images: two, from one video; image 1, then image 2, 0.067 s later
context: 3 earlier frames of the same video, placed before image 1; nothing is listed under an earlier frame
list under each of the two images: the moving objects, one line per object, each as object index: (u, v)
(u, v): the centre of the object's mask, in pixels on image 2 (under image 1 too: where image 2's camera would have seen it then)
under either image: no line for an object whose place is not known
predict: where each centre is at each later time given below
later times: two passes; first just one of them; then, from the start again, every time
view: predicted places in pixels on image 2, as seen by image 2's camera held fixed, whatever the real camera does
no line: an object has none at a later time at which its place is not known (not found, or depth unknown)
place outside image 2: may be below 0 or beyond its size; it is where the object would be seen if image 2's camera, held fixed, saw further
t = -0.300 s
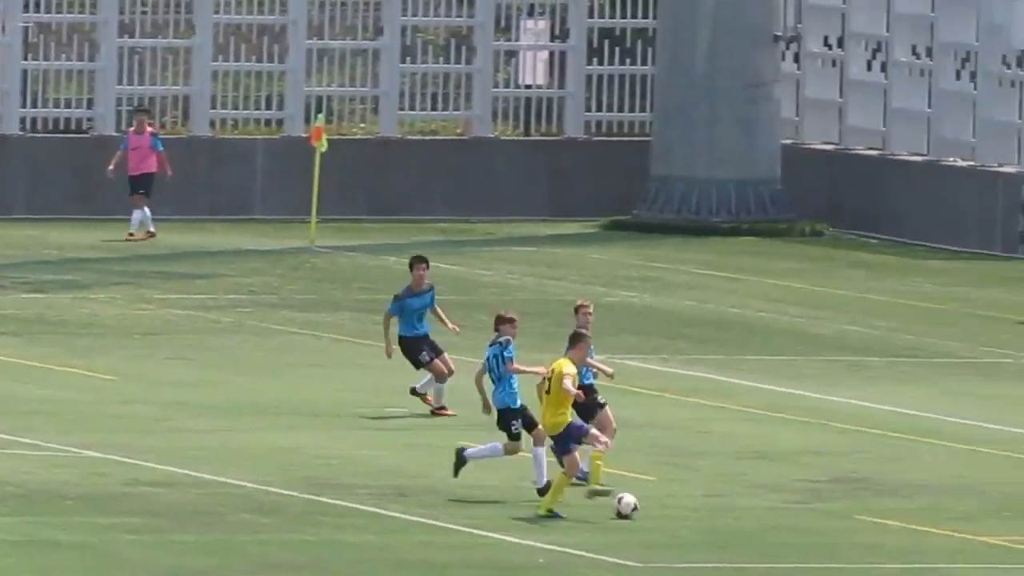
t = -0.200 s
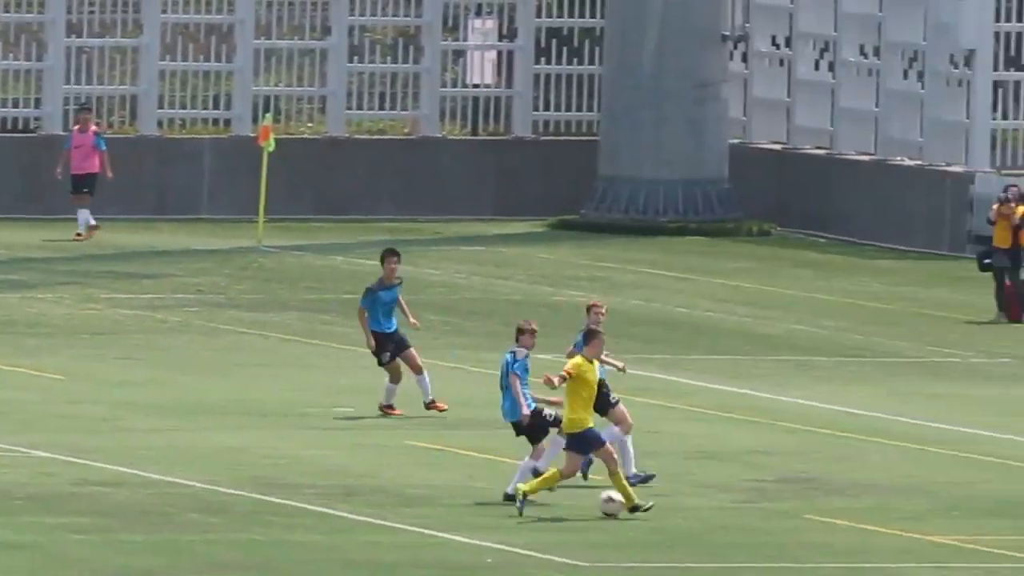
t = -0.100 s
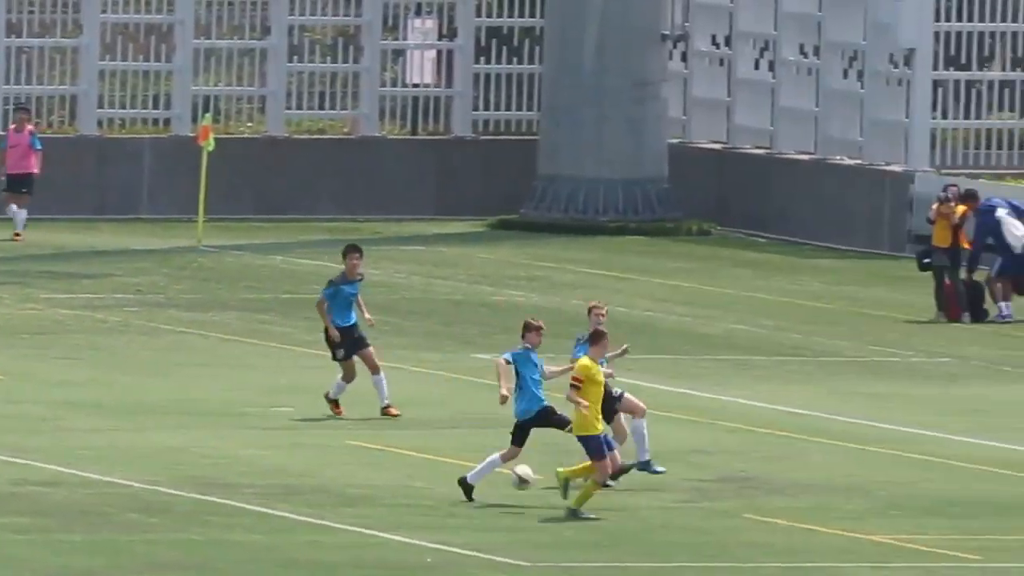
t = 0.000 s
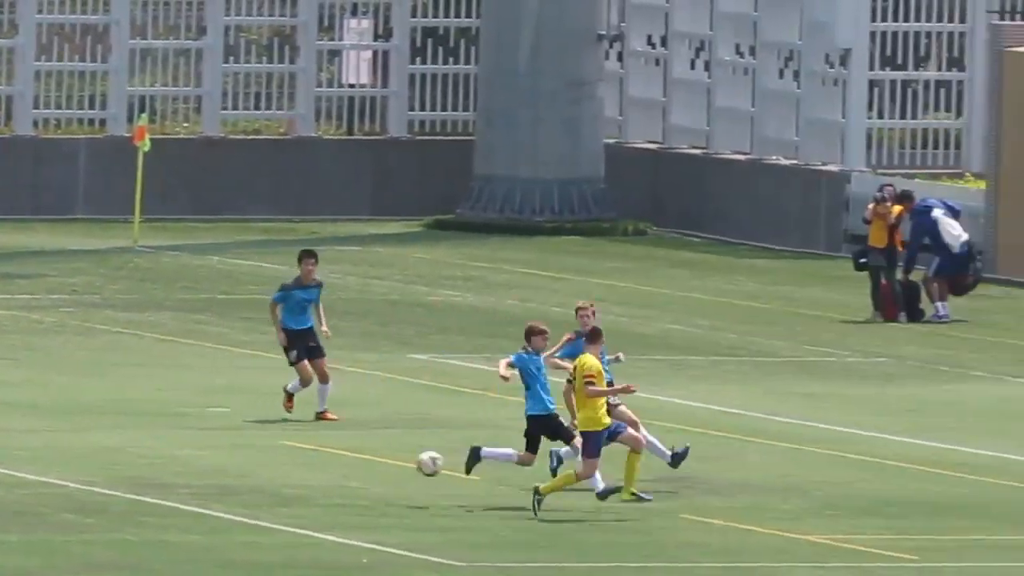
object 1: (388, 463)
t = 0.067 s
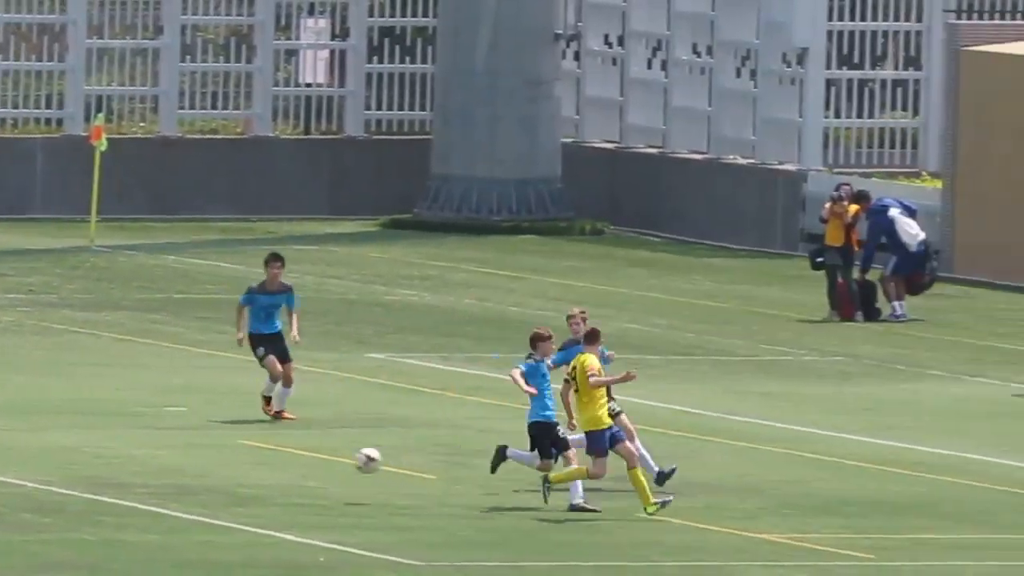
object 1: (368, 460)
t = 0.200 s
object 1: (331, 471)
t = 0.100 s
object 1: (359, 462)
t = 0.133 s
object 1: (351, 463)
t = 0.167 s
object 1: (339, 467)
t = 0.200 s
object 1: (331, 471)
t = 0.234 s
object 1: (321, 478)
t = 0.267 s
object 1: (313, 480)
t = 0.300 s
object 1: (309, 471)
